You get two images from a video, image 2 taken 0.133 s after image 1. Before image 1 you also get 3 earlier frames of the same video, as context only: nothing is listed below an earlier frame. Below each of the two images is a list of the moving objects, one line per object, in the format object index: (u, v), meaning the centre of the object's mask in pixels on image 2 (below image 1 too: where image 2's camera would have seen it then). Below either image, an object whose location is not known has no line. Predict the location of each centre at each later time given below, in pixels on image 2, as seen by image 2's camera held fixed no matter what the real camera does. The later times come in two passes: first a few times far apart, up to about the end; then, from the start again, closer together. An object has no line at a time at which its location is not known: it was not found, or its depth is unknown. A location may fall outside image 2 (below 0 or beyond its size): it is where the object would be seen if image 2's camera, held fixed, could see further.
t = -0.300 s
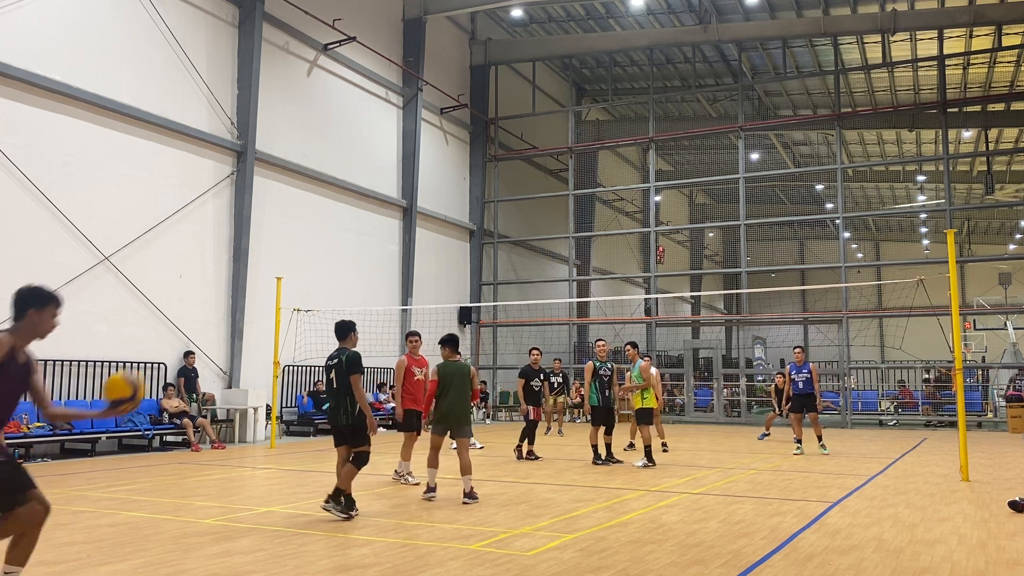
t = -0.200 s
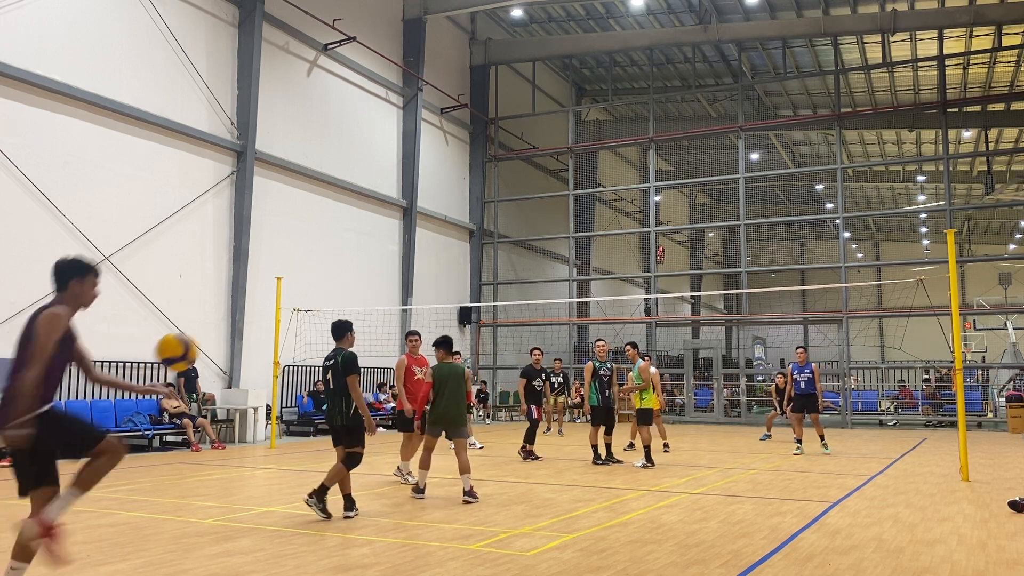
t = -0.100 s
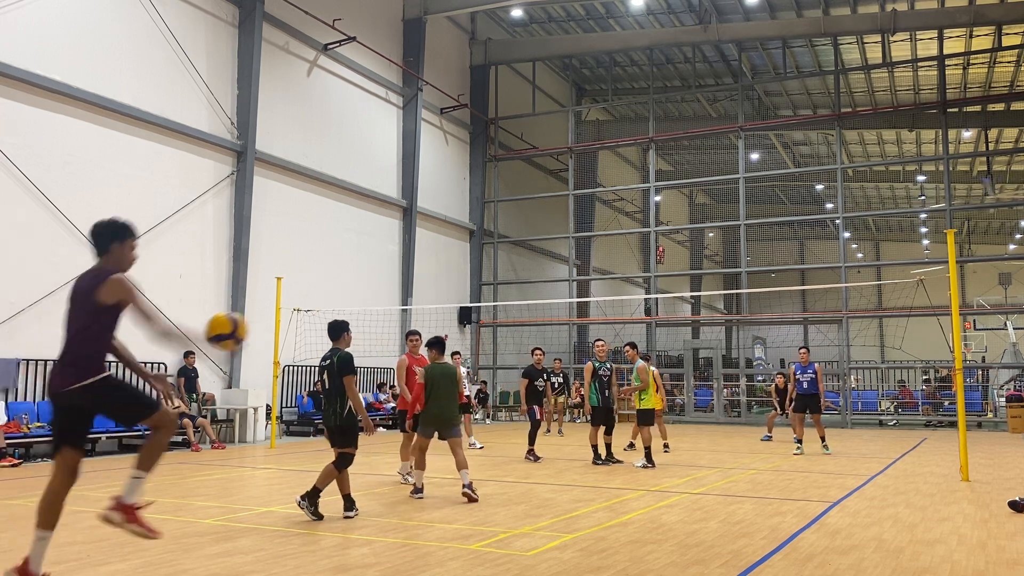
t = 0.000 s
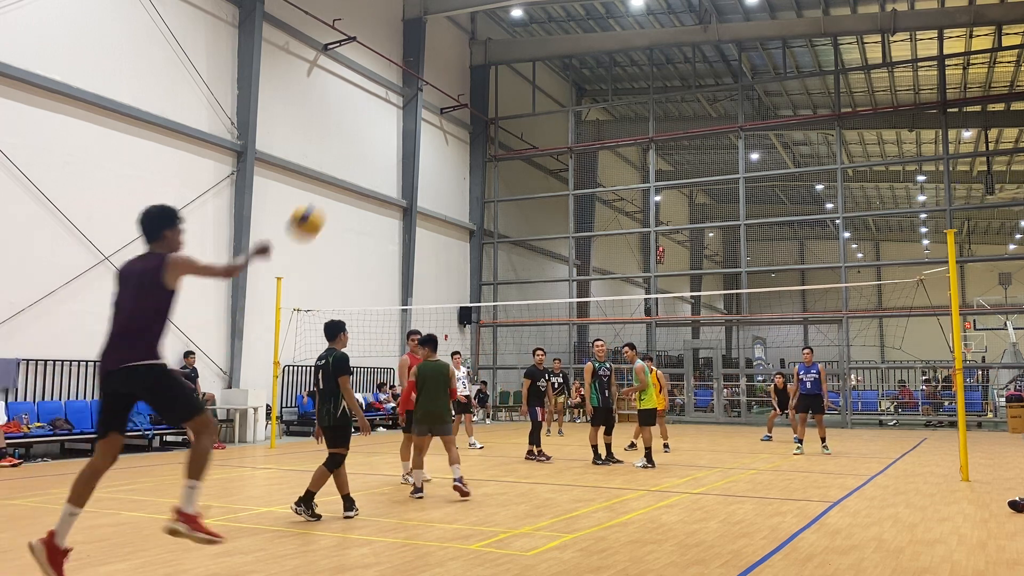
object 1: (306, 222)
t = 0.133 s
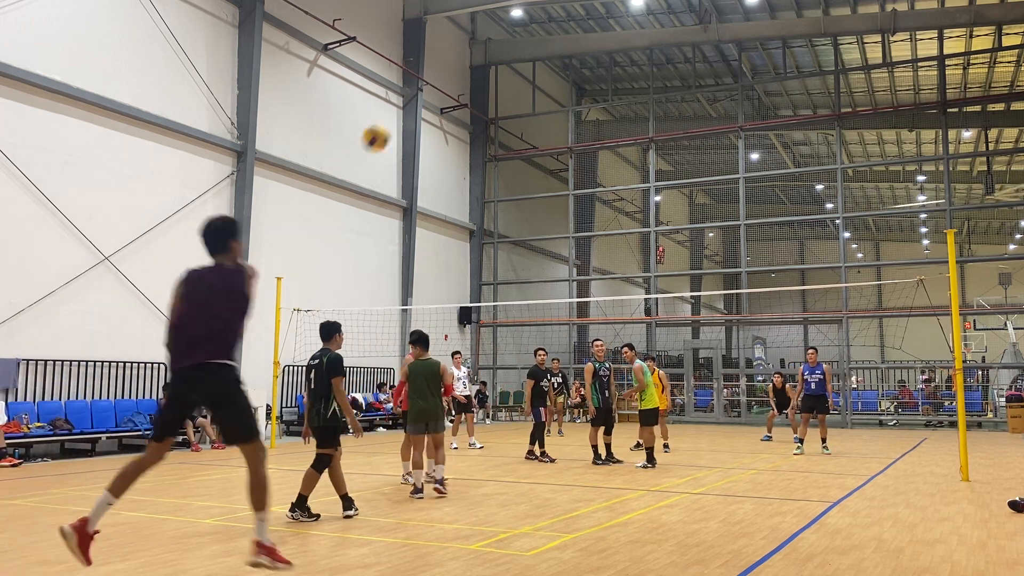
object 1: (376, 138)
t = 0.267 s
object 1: (421, 100)
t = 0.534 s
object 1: (473, 95)
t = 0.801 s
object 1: (502, 138)
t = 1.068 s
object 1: (523, 205)
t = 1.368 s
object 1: (538, 302)
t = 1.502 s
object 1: (548, 348)
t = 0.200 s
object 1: (402, 114)
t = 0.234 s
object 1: (412, 106)
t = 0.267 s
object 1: (421, 100)
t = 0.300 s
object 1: (430, 95)
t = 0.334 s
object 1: (437, 92)
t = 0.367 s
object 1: (445, 90)
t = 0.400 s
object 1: (451, 89)
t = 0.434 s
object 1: (457, 89)
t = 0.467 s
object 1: (463, 91)
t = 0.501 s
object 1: (468, 93)
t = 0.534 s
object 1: (473, 95)
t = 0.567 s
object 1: (478, 98)
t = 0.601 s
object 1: (482, 102)
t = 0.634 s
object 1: (486, 107)
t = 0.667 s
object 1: (489, 112)
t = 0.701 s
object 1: (493, 118)
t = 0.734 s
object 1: (496, 124)
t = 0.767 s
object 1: (499, 130)
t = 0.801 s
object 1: (502, 138)
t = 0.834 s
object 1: (505, 145)
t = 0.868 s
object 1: (508, 153)
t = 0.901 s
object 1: (511, 160)
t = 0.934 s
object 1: (514, 169)
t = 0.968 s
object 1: (516, 178)
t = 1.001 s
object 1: (518, 187)
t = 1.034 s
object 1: (520, 195)
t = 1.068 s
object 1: (523, 205)
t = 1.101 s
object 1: (524, 215)
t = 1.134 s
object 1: (526, 225)
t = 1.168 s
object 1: (528, 235)
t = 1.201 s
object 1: (530, 246)
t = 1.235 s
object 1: (531, 257)
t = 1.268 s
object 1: (533, 267)
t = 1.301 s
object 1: (534, 279)
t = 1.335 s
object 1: (536, 290)
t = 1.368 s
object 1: (538, 302)
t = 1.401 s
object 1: (540, 313)
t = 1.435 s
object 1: (541, 326)
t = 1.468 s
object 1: (543, 337)
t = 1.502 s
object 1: (548, 348)
